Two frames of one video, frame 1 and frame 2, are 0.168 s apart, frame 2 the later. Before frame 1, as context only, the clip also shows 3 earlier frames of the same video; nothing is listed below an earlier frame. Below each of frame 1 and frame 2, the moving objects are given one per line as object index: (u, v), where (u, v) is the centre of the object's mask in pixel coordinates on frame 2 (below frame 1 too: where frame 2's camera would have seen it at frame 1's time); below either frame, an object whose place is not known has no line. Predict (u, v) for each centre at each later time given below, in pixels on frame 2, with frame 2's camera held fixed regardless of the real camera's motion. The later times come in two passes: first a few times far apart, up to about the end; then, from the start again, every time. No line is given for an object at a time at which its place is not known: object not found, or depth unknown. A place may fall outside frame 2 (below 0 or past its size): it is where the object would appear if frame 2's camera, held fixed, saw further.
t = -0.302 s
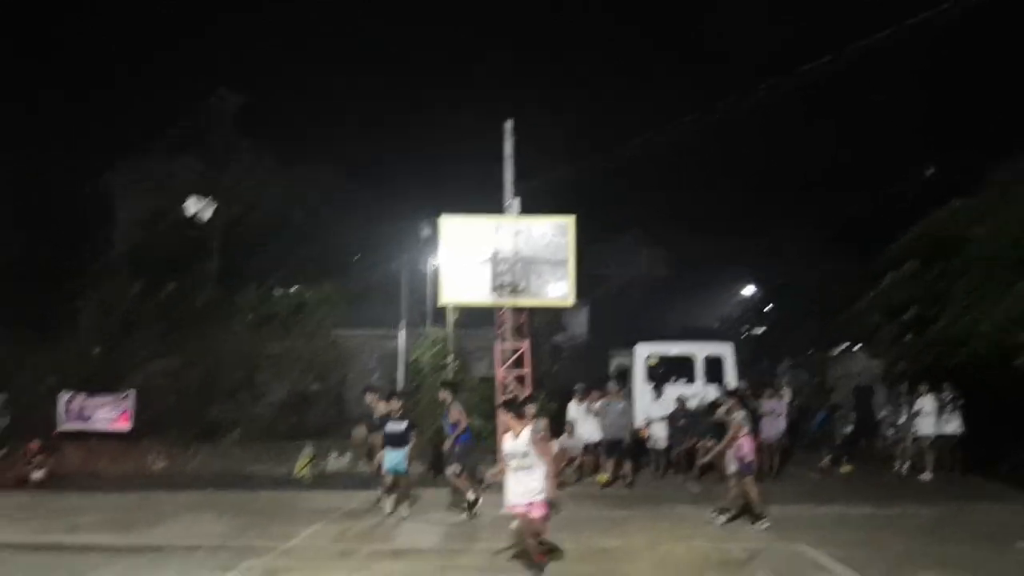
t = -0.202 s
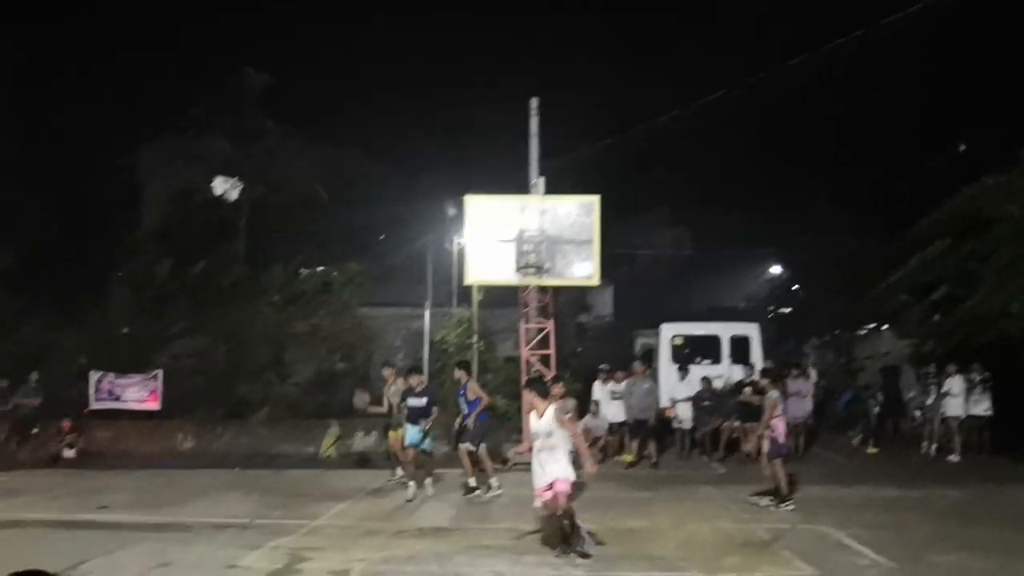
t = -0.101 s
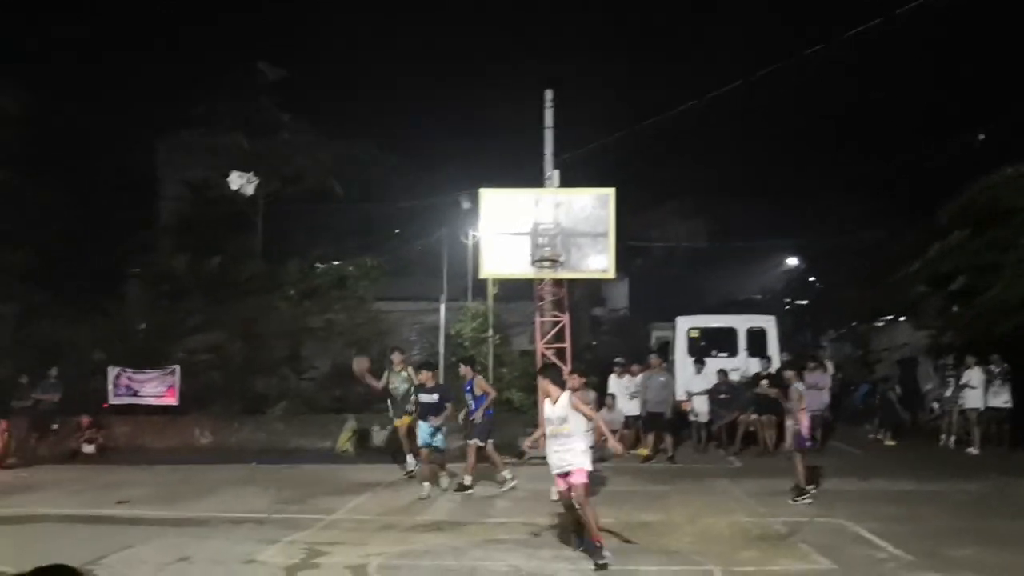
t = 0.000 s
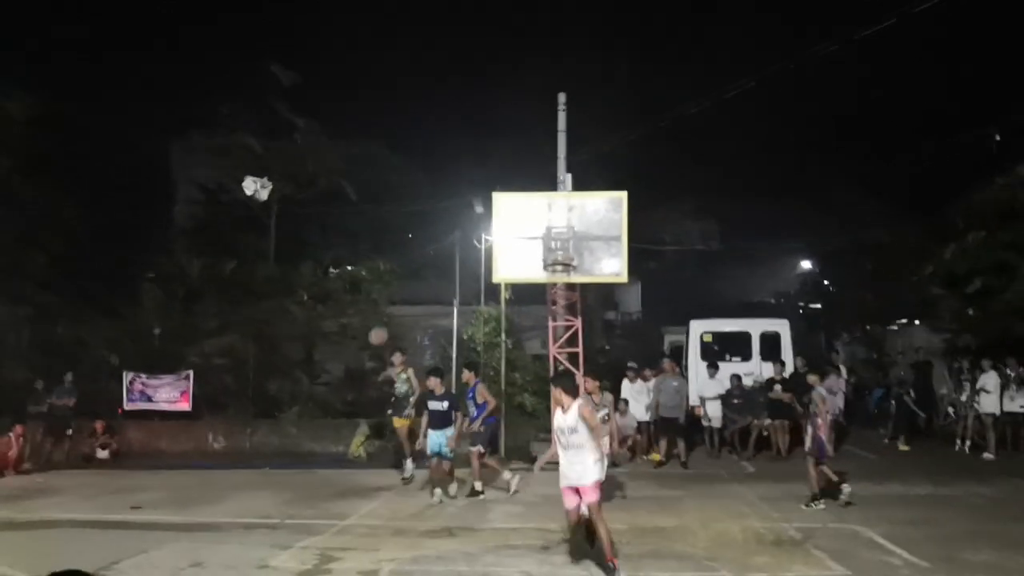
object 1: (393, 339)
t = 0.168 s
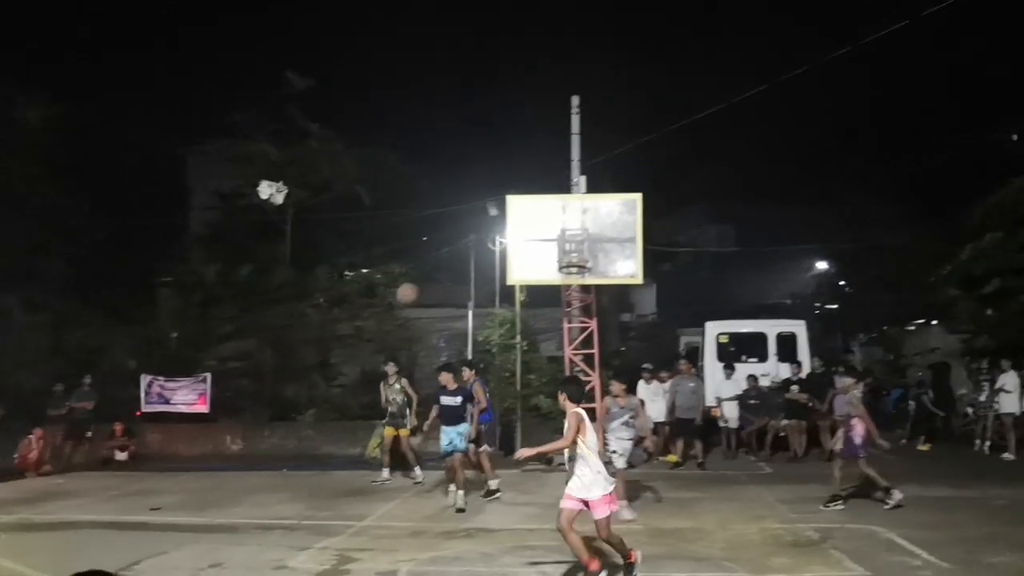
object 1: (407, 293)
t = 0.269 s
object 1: (415, 273)
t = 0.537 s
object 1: (441, 256)
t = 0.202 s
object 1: (409, 286)
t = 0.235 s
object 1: (412, 279)
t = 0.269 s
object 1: (415, 273)
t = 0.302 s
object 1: (417, 269)
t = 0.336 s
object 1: (420, 264)
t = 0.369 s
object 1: (424, 260)
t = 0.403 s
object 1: (427, 257)
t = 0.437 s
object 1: (430, 255)
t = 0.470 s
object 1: (433, 254)
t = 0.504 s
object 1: (437, 255)
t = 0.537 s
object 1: (441, 256)
